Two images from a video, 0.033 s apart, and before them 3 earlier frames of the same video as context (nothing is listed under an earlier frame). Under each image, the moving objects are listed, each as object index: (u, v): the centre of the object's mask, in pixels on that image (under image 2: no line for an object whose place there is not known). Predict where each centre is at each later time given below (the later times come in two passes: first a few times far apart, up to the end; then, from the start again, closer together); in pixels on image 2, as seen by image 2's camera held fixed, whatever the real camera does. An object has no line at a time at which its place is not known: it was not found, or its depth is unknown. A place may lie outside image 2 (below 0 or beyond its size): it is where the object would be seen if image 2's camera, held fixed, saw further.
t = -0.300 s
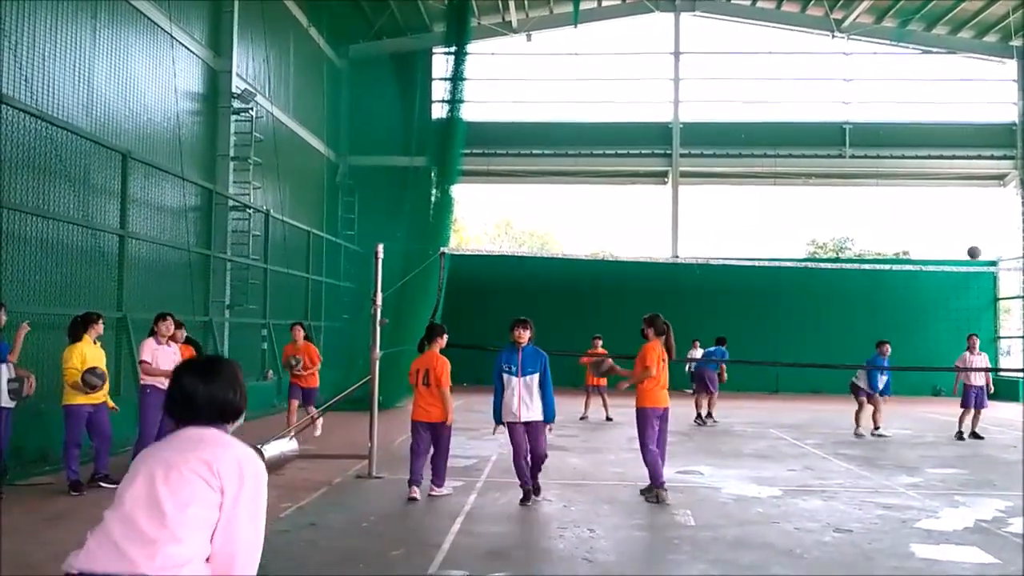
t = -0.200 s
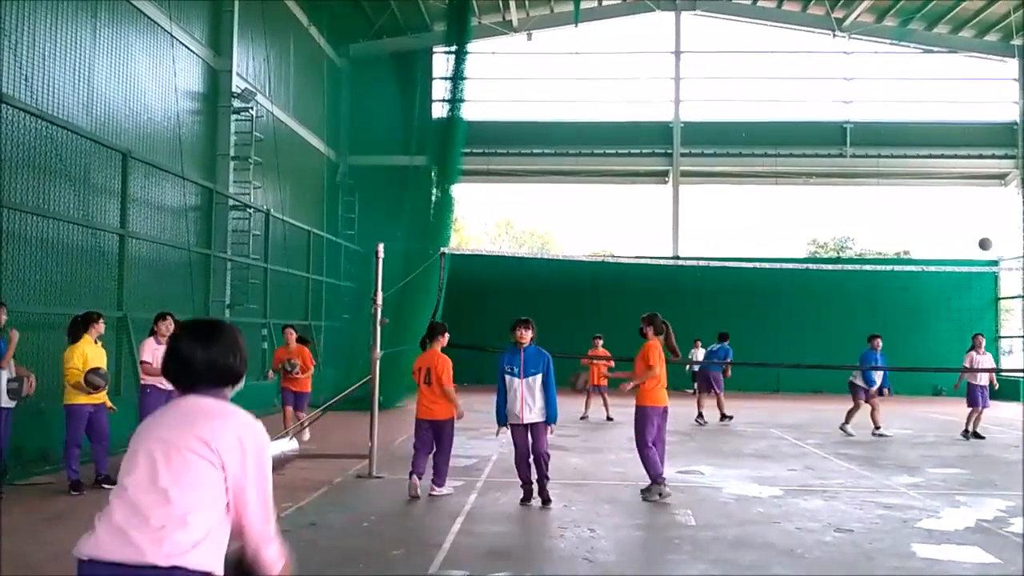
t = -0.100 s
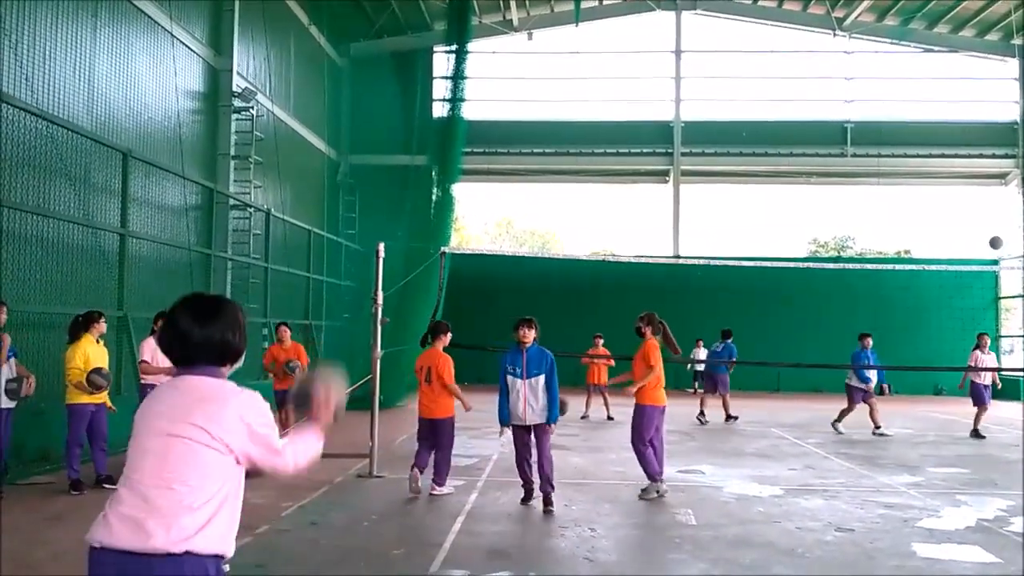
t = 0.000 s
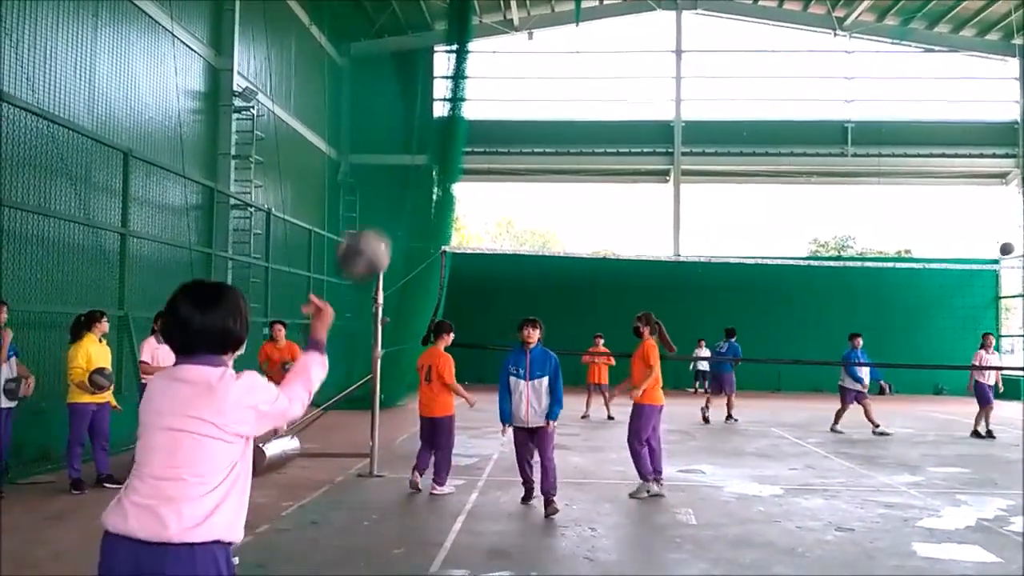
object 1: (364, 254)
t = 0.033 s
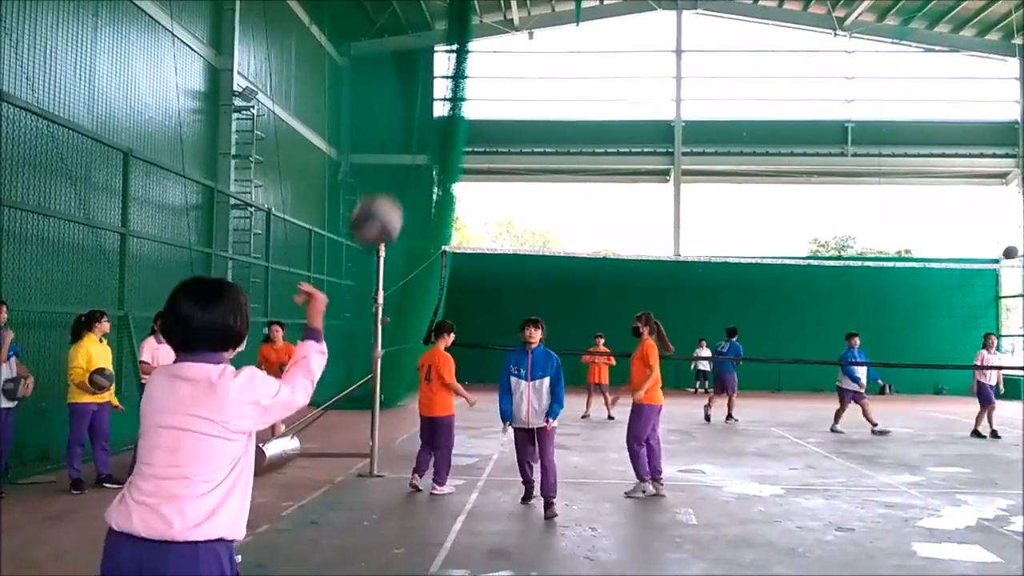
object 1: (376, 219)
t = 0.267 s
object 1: (444, 88)
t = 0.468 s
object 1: (486, 82)
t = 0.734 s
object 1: (526, 170)
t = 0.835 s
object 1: (537, 226)
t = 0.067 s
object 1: (388, 191)
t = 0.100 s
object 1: (398, 165)
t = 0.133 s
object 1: (409, 143)
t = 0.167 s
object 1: (418, 125)
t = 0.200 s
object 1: (427, 110)
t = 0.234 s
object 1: (436, 97)
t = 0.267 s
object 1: (444, 88)
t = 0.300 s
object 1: (452, 81)
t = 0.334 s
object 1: (459, 77)
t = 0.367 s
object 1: (465, 75)
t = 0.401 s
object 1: (472, 75)
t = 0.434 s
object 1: (479, 77)
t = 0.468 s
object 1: (486, 82)
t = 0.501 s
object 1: (492, 88)
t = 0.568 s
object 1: (503, 104)
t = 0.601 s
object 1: (508, 116)
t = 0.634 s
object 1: (513, 128)
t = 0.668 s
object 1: (518, 140)
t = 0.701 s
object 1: (522, 155)
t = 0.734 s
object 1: (526, 170)
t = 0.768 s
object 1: (530, 186)
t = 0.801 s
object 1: (533, 207)
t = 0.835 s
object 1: (537, 226)
